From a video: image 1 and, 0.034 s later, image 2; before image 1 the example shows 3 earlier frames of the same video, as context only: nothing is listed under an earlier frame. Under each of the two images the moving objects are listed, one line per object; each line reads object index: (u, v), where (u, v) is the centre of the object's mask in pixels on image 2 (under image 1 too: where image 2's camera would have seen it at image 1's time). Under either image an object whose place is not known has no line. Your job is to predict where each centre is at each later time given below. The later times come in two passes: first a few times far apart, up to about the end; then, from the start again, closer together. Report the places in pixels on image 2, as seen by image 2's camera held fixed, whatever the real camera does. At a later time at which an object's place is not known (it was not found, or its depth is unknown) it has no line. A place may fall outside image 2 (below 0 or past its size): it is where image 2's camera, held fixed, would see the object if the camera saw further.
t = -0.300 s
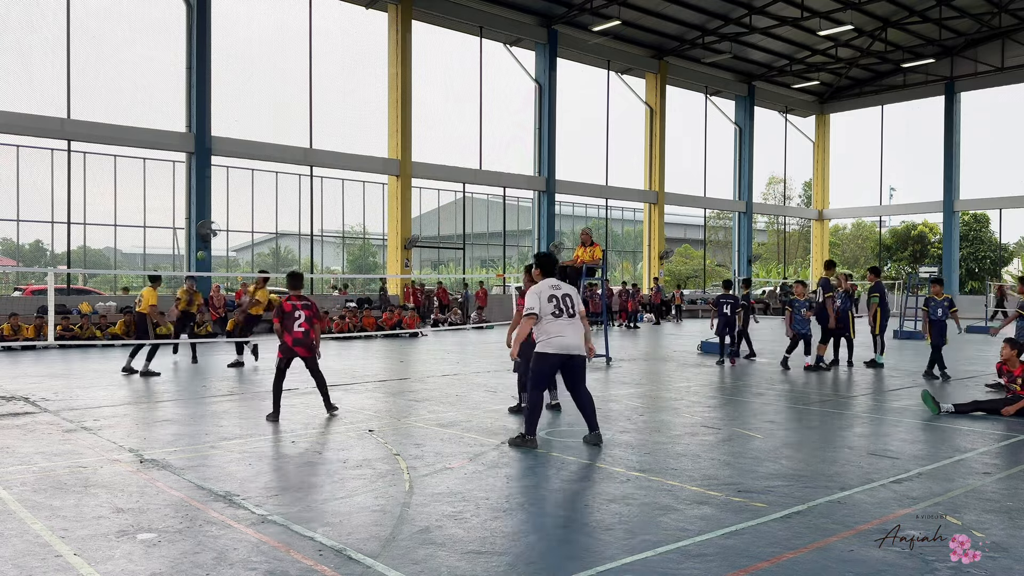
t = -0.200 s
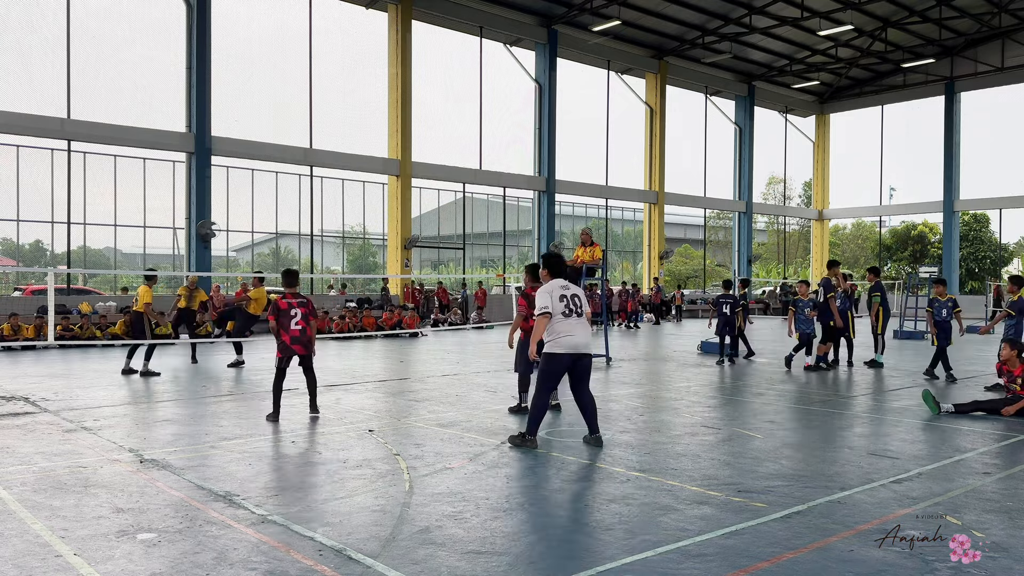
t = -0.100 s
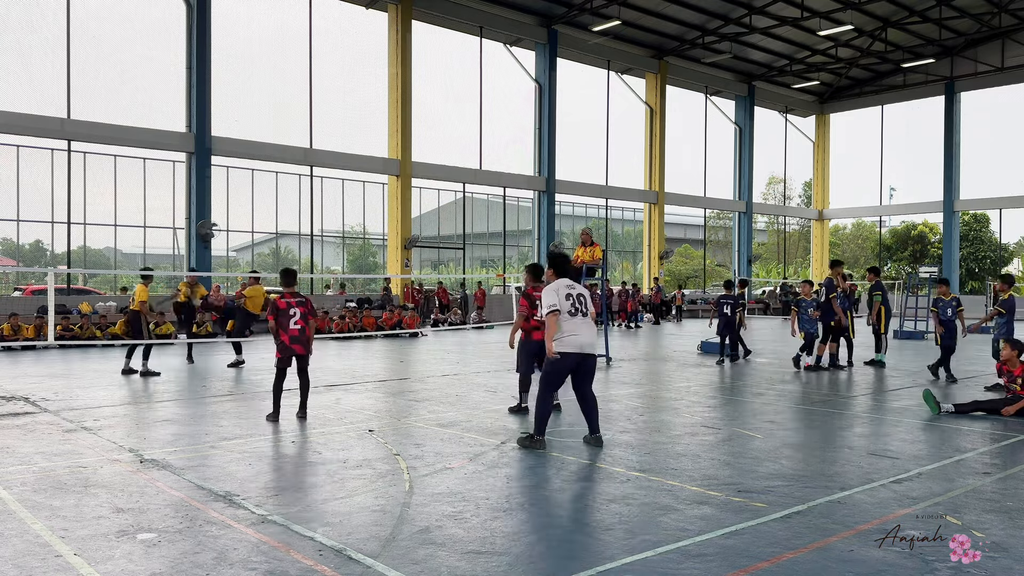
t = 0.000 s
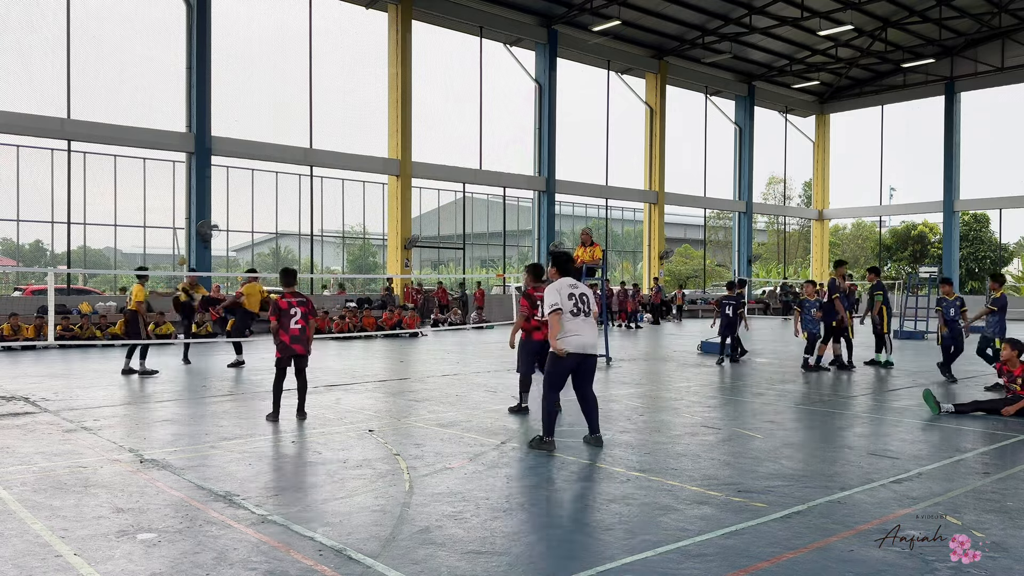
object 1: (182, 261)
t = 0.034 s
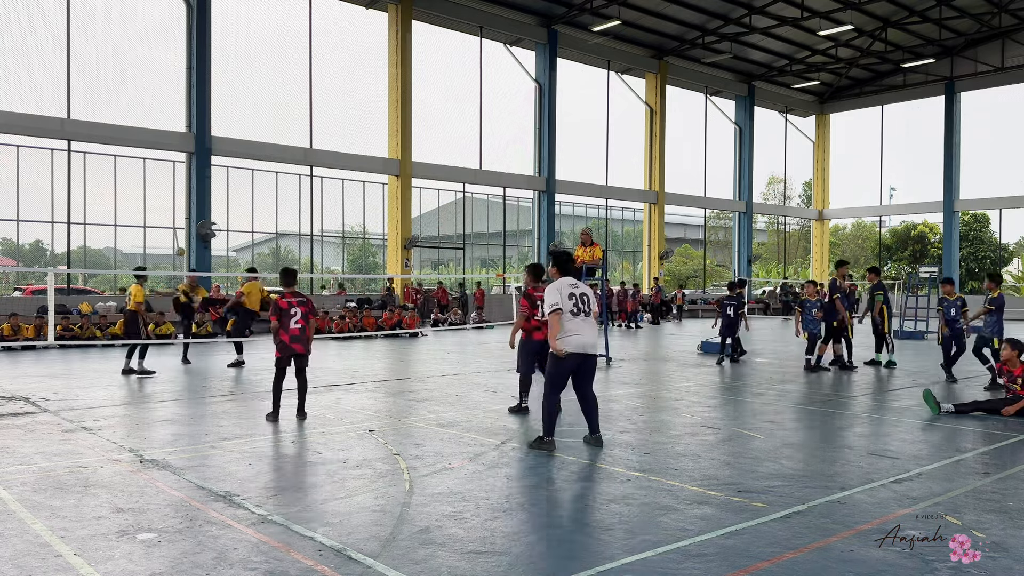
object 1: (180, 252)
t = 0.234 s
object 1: (169, 207)
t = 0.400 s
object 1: (158, 189)
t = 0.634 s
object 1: (138, 205)
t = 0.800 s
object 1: (119, 259)
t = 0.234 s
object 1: (169, 207)
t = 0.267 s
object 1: (167, 202)
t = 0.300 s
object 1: (165, 197)
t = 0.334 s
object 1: (162, 194)
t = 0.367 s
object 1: (160, 191)
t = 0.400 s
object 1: (158, 189)
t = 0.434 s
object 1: (156, 188)
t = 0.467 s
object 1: (153, 188)
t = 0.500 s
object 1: (150, 189)
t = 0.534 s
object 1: (147, 191)
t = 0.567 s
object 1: (144, 194)
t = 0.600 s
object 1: (141, 199)
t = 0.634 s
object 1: (138, 205)
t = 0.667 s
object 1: (135, 212)
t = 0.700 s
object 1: (130, 221)
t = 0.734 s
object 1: (127, 232)
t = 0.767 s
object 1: (123, 244)
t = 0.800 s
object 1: (119, 259)
